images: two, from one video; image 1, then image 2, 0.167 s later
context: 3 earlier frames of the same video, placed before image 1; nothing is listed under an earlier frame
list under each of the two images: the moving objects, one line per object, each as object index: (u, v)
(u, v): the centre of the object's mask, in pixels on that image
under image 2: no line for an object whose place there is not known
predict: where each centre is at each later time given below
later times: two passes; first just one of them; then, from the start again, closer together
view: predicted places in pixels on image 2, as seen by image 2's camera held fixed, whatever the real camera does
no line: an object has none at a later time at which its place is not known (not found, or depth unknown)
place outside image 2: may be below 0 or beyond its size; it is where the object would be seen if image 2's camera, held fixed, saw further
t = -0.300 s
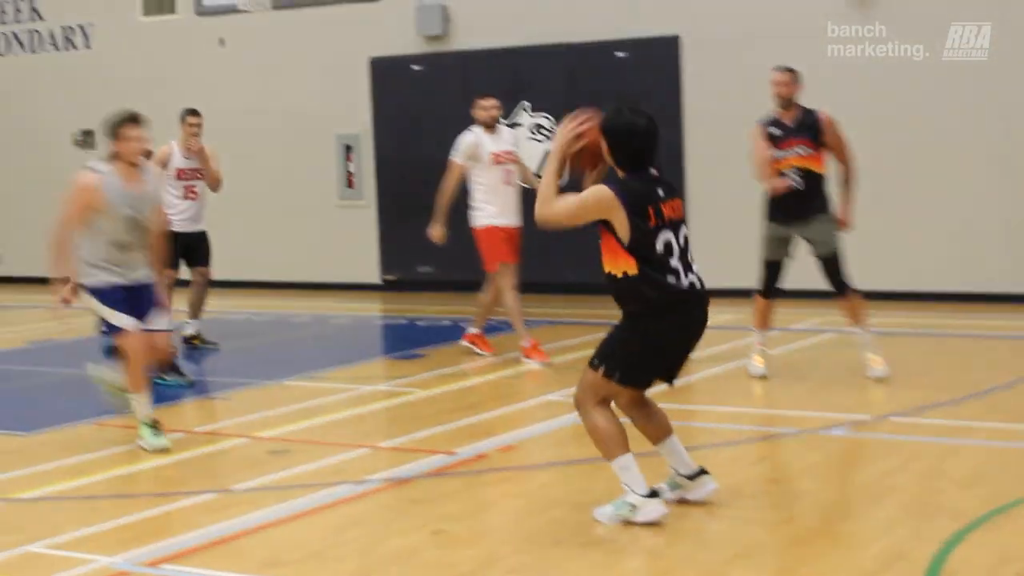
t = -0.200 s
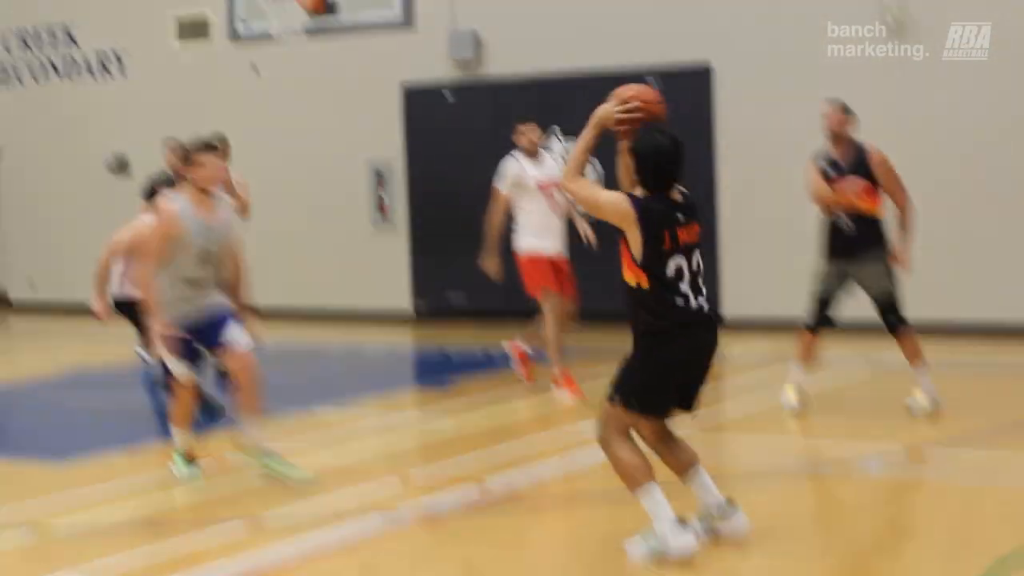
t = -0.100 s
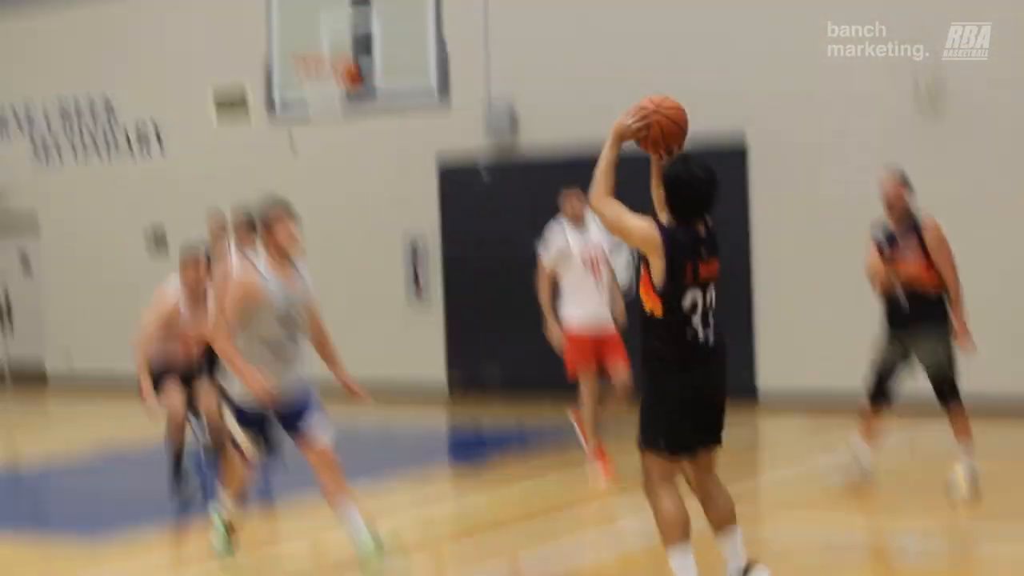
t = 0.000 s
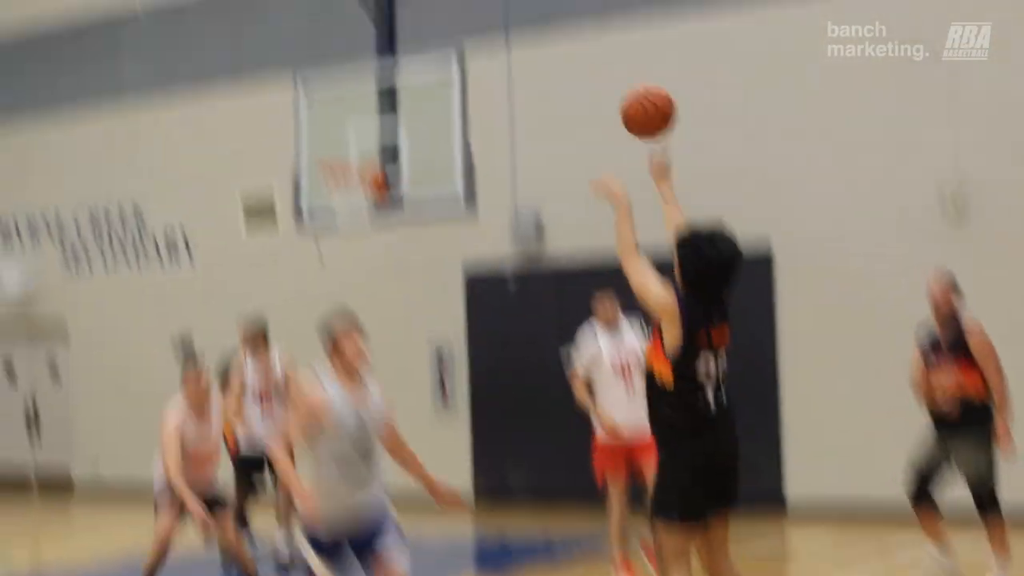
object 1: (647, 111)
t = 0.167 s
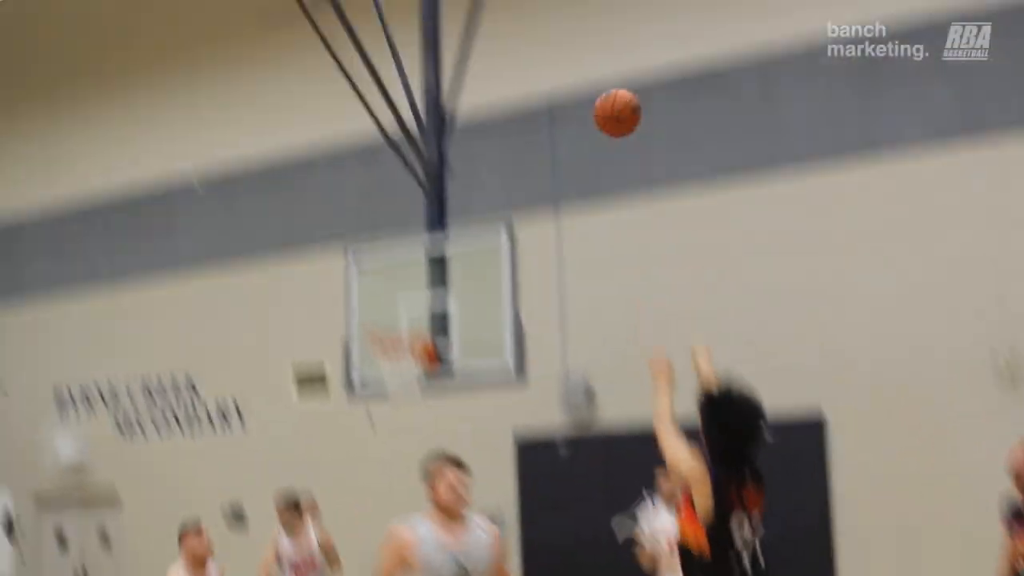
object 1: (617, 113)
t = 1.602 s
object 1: (413, 381)
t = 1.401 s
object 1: (402, 377)
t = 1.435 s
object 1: (405, 376)
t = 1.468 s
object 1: (407, 375)
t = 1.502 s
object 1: (410, 376)
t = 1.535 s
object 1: (411, 377)
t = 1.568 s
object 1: (412, 379)
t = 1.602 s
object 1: (413, 381)
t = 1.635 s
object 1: (415, 384)
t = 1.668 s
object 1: (414, 385)
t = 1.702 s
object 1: (411, 385)
